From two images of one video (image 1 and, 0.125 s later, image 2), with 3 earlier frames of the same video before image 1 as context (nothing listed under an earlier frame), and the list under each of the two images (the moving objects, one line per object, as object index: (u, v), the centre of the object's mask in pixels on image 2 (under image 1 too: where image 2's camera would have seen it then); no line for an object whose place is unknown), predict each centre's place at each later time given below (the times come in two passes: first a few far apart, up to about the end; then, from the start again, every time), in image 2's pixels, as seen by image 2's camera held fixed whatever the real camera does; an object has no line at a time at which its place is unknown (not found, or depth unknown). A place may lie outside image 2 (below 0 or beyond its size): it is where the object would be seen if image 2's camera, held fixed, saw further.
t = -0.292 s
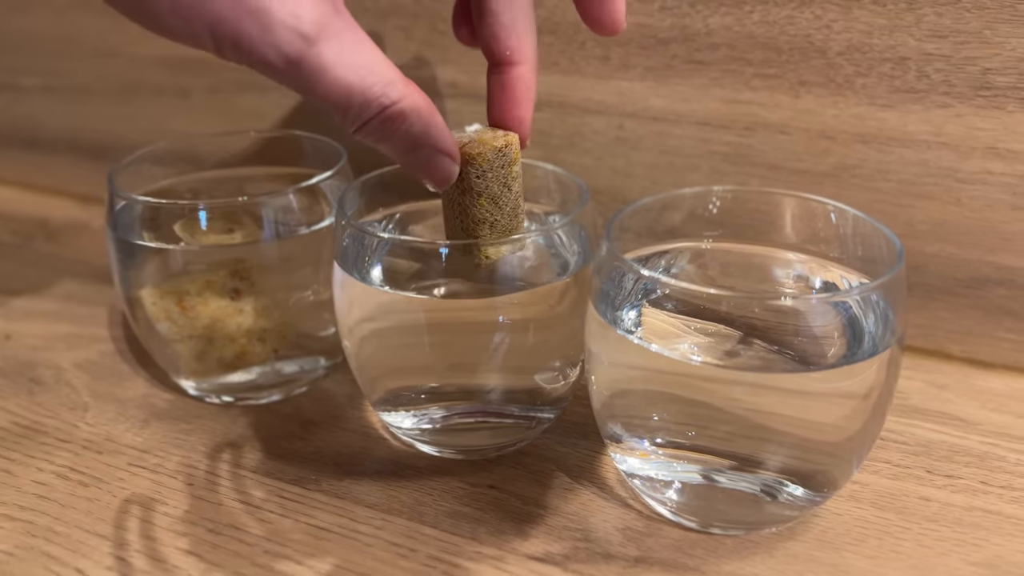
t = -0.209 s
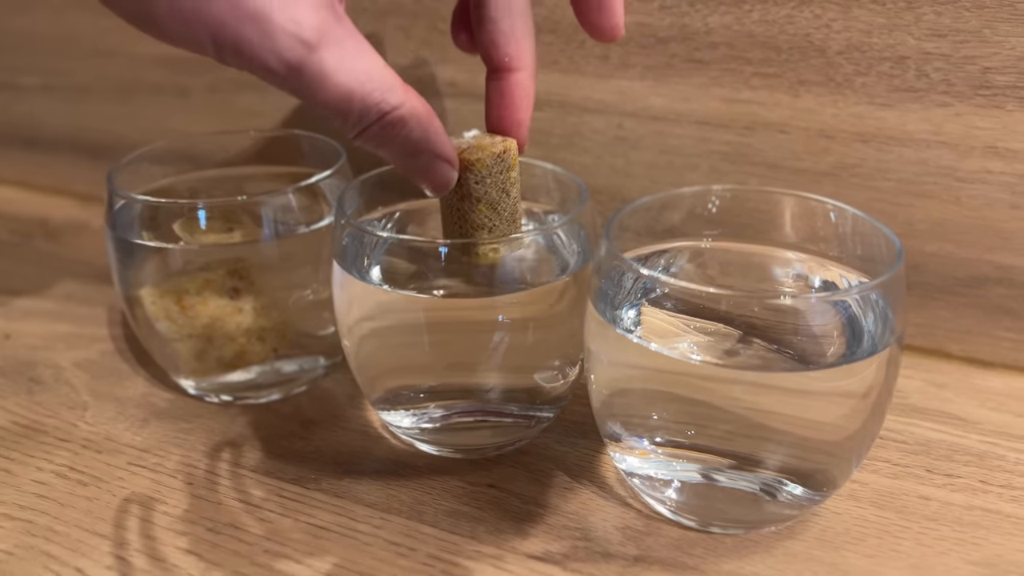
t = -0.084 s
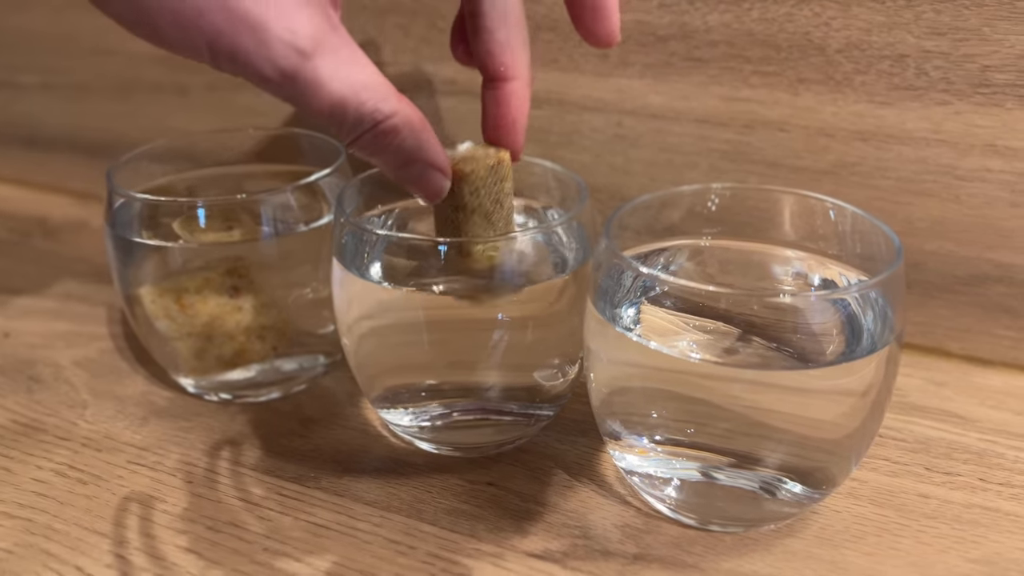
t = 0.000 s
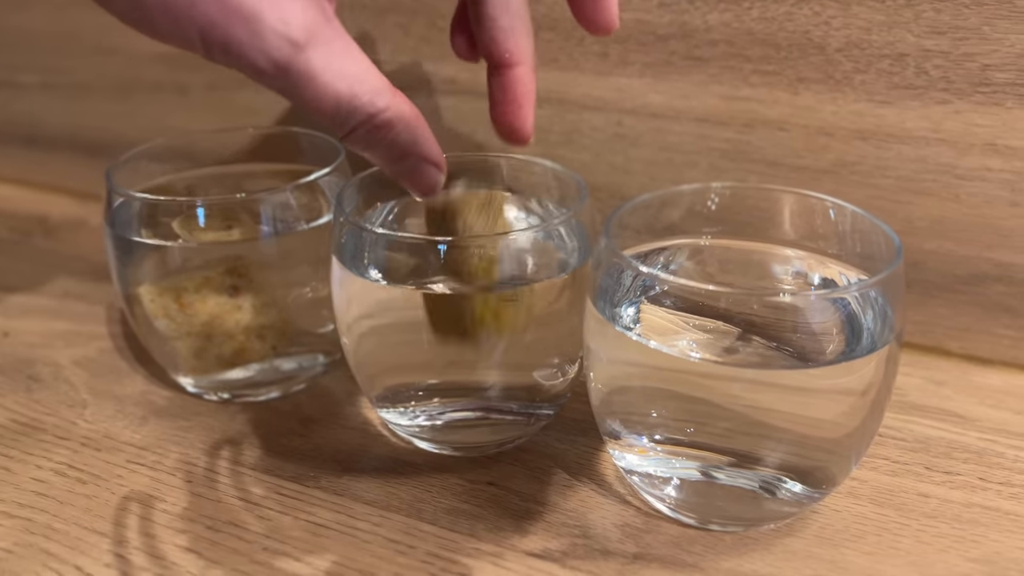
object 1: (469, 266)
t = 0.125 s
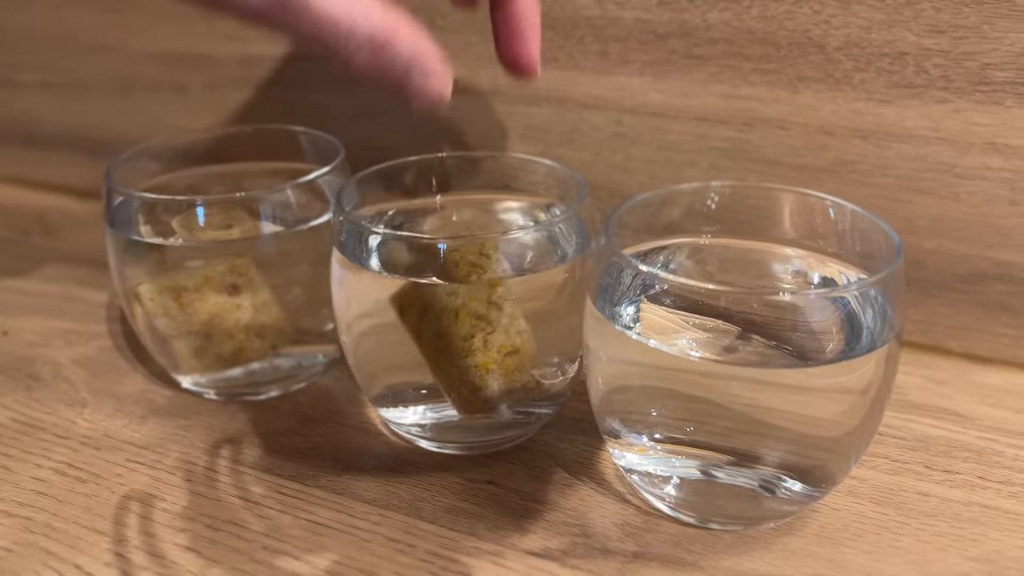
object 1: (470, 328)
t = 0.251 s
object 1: (464, 355)
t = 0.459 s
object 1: (456, 332)
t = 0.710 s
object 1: (451, 273)
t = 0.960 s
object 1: (426, 281)
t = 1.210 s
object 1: (445, 286)
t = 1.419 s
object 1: (449, 289)
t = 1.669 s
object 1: (445, 296)
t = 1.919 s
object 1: (439, 305)
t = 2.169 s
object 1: (432, 316)
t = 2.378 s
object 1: (428, 324)
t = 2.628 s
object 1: (420, 341)
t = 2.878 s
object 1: (416, 317)
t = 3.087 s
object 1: (410, 323)
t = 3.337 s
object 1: (409, 323)
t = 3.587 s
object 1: (407, 335)
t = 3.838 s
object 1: (409, 335)
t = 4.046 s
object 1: (409, 335)
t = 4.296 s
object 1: (409, 335)
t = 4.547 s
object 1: (408, 336)
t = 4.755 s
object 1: (408, 335)
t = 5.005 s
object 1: (408, 335)
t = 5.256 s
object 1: (408, 335)
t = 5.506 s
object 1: (406, 335)
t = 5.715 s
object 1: (406, 335)
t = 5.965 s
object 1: (407, 335)
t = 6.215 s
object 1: (407, 335)
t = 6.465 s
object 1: (406, 335)
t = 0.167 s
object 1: (468, 333)
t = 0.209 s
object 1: (465, 339)
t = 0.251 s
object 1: (464, 355)
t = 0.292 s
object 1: (462, 355)
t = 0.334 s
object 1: (461, 341)
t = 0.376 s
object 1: (457, 336)
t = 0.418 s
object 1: (457, 336)
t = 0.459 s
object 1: (456, 332)
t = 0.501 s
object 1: (455, 328)
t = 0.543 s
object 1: (456, 318)
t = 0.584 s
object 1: (456, 314)
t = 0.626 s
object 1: (456, 310)
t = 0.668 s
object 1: (456, 305)
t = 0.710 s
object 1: (451, 273)
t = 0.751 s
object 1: (451, 264)
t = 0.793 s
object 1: (459, 287)
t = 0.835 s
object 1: (443, 227)
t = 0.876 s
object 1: (448, 253)
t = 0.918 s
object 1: (439, 271)
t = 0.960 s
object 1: (426, 281)
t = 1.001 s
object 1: (424, 282)
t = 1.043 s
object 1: (432, 273)
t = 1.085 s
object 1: (439, 233)
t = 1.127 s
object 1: (436, 233)
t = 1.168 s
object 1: (430, 256)
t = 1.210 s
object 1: (445, 286)
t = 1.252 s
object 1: (448, 286)
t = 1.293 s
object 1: (442, 284)
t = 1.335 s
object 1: (447, 288)
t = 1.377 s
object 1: (449, 290)
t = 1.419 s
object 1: (449, 289)
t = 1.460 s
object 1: (448, 290)
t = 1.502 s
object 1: (446, 291)
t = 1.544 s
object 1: (445, 292)
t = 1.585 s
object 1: (445, 294)
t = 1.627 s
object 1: (445, 294)
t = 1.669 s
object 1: (445, 296)
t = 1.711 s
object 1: (445, 296)
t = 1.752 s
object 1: (443, 298)
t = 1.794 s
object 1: (442, 300)
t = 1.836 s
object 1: (441, 301)
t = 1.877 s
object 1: (440, 303)
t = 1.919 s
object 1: (439, 305)
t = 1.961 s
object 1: (438, 296)
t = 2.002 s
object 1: (436, 308)
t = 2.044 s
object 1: (435, 310)
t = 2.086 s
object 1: (434, 311)
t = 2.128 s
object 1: (433, 314)
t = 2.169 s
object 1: (432, 316)
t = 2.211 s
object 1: (432, 316)
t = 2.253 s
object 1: (429, 320)
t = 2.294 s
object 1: (428, 322)
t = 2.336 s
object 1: (428, 323)
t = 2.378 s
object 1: (428, 324)
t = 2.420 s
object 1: (427, 323)
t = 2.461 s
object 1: (424, 341)
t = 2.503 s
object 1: (427, 327)
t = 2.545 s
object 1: (426, 327)
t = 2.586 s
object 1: (425, 327)
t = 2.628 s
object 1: (420, 341)
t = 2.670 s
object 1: (423, 326)
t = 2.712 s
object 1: (418, 339)
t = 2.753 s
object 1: (421, 319)
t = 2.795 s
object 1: (419, 325)
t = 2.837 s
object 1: (413, 337)
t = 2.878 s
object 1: (416, 317)
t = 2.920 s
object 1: (414, 317)
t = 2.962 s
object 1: (414, 318)
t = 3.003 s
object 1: (413, 322)
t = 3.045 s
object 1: (408, 336)
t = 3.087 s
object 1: (410, 323)
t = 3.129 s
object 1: (409, 323)
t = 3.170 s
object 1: (410, 315)
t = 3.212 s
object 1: (405, 336)
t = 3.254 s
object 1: (408, 321)
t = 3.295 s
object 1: (408, 321)
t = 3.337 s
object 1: (409, 323)
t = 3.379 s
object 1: (405, 335)
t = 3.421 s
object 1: (406, 335)
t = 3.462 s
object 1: (409, 320)
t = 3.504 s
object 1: (407, 335)
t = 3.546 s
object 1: (410, 321)
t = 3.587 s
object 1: (407, 335)
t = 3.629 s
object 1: (408, 335)
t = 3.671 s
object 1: (408, 335)
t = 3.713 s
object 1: (408, 335)
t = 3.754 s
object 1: (408, 335)
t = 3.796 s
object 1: (408, 335)
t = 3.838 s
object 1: (409, 335)
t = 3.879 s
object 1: (409, 335)
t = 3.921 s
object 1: (409, 335)
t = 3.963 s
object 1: (409, 335)
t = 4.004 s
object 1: (409, 335)
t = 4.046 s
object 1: (409, 335)
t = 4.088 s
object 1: (409, 335)
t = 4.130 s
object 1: (409, 335)
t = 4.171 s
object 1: (409, 335)
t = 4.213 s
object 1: (409, 335)
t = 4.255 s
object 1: (409, 335)
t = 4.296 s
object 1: (409, 335)
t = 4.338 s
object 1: (409, 335)
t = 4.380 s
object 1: (409, 335)
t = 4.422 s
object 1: (408, 335)
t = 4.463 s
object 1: (408, 336)
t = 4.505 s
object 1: (408, 336)
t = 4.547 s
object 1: (408, 336)
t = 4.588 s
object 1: (408, 335)
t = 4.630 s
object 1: (408, 335)
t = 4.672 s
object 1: (408, 335)
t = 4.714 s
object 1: (408, 335)
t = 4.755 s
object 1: (408, 335)
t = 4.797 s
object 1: (408, 335)
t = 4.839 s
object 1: (407, 335)
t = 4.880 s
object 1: (407, 335)
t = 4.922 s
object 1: (408, 336)
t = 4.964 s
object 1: (408, 335)
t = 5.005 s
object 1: (408, 335)
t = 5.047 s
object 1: (407, 335)
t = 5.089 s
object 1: (408, 335)
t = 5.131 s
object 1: (408, 335)
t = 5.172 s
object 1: (408, 336)
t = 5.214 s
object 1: (408, 335)
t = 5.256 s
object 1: (408, 335)
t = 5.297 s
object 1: (407, 335)
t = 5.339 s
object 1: (407, 335)
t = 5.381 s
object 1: (408, 335)
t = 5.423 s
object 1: (407, 335)
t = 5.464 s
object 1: (406, 335)
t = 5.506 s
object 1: (406, 335)
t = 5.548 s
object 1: (406, 335)
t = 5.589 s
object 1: (406, 335)
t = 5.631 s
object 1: (406, 335)
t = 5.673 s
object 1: (406, 335)
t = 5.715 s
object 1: (406, 335)
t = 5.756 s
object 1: (407, 335)
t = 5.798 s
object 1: (407, 335)
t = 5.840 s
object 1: (407, 335)
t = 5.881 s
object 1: (406, 335)
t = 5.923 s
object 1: (407, 335)
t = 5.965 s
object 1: (407, 335)
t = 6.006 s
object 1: (407, 335)
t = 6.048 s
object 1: (407, 335)
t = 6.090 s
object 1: (407, 335)
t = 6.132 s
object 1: (407, 335)
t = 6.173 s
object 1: (407, 335)
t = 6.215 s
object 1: (407, 335)
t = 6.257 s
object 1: (407, 335)
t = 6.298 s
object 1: (407, 335)
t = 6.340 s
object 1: (407, 335)
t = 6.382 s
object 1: (407, 336)
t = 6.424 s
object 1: (406, 335)
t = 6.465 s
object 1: (406, 335)
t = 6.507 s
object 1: (407, 336)
